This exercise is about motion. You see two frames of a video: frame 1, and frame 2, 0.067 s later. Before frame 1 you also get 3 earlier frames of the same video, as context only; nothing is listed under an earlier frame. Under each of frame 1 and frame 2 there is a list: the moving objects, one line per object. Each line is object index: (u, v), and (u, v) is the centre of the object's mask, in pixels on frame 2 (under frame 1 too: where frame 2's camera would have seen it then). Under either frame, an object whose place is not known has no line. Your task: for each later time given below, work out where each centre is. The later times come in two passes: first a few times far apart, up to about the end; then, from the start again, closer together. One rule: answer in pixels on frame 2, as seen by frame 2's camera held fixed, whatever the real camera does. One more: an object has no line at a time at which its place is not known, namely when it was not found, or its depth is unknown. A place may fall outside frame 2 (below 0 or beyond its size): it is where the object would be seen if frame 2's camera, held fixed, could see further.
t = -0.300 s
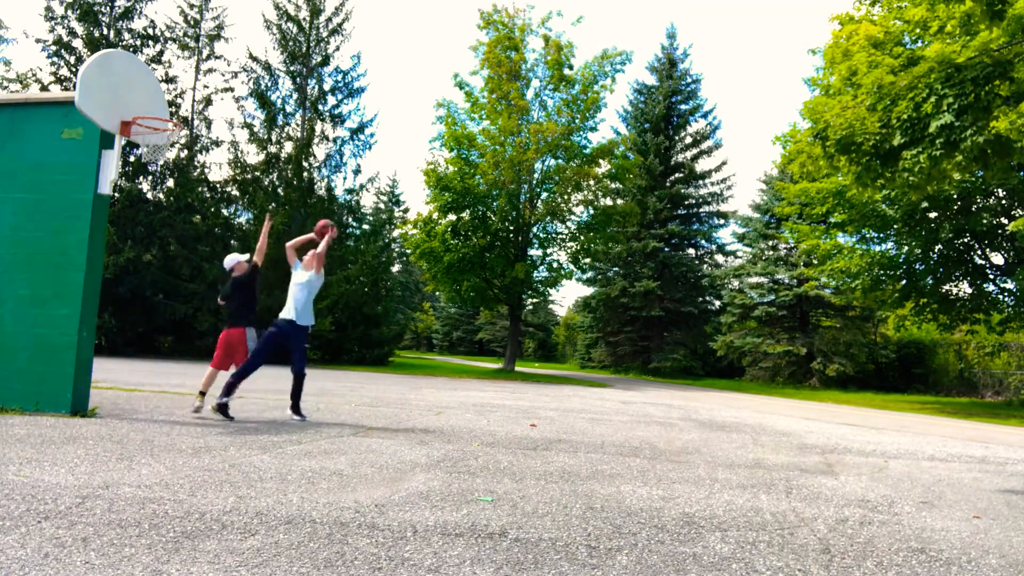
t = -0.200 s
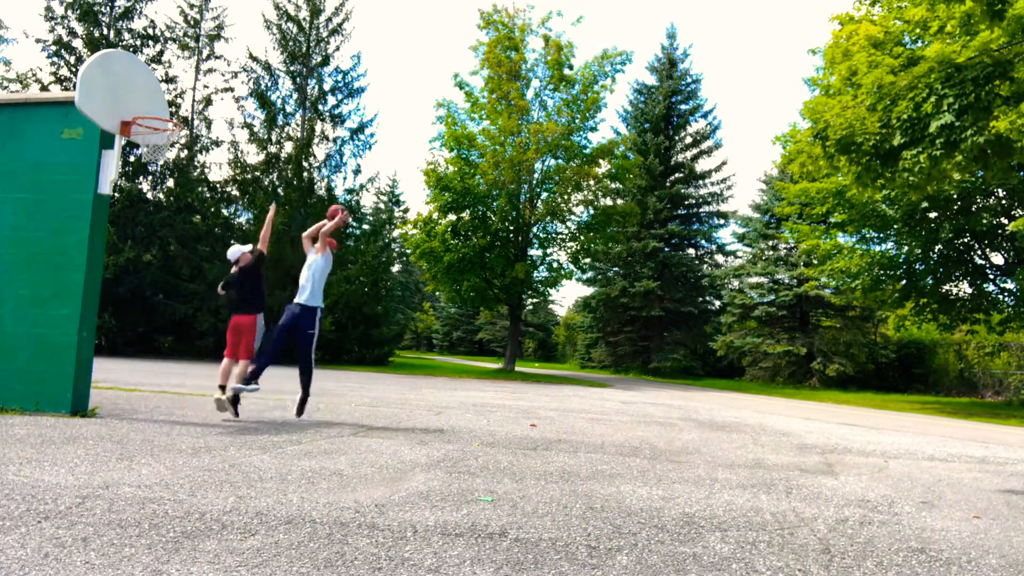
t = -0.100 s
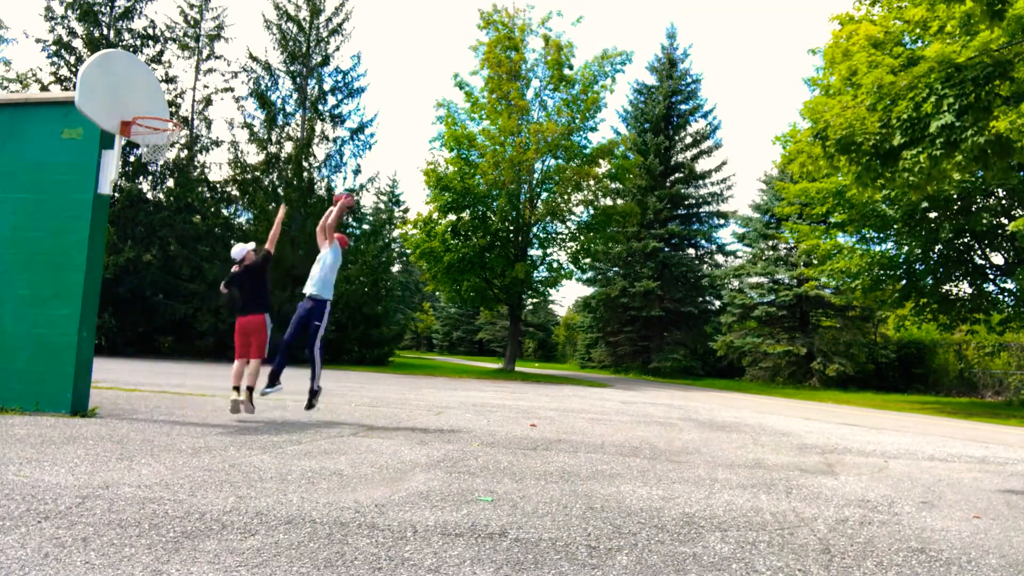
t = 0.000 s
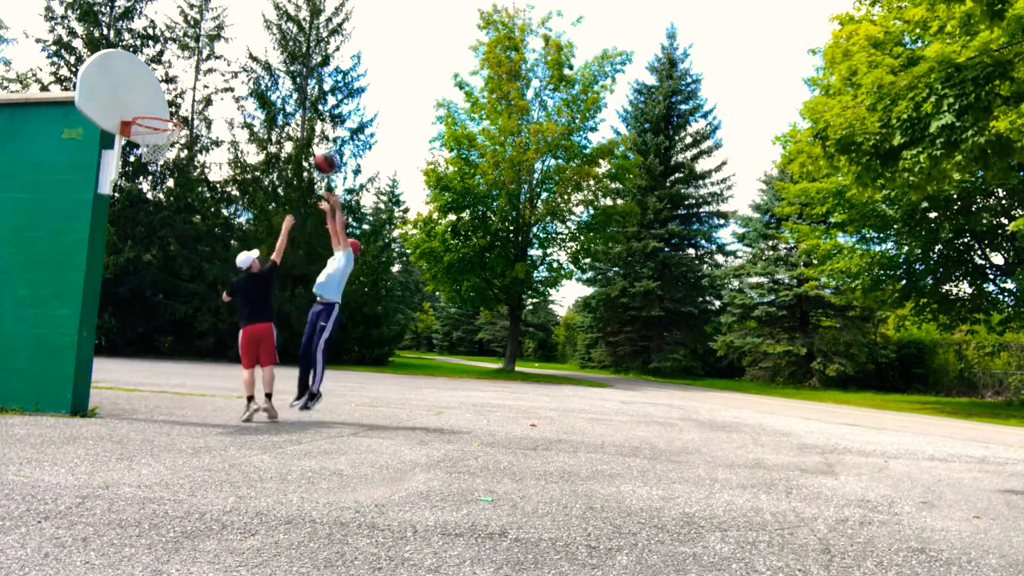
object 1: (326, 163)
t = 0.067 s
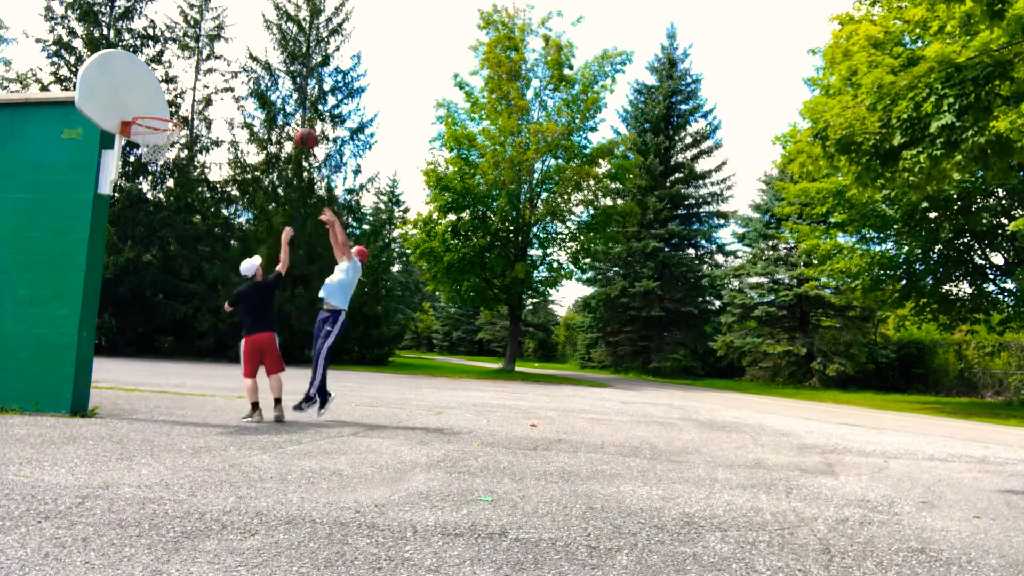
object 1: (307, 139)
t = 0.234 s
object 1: (260, 96)
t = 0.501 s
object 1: (180, 79)
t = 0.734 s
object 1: (116, 114)
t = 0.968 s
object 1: (129, 190)
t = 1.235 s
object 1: (138, 357)
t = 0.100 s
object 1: (297, 129)
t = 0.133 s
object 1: (288, 119)
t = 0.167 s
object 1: (279, 110)
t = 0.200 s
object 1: (270, 103)
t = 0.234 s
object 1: (260, 96)
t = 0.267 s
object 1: (252, 92)
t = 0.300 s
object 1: (241, 86)
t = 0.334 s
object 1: (231, 82)
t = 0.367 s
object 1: (222, 80)
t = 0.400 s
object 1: (211, 78)
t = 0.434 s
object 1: (202, 77)
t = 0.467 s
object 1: (191, 78)
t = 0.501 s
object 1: (180, 79)
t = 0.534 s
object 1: (169, 81)
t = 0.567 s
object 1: (159, 85)
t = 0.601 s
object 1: (148, 89)
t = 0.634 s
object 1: (137, 94)
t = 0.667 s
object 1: (126, 100)
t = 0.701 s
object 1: (114, 108)
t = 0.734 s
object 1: (116, 114)
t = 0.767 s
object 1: (118, 121)
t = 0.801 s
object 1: (120, 130)
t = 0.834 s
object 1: (121, 140)
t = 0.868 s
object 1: (124, 151)
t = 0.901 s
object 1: (125, 163)
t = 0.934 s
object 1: (128, 175)
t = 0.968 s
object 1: (129, 190)
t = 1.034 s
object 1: (131, 223)
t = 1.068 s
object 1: (133, 242)
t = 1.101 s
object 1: (134, 262)
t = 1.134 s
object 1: (135, 284)
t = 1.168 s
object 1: (136, 307)
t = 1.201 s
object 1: (137, 331)
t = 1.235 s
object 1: (138, 357)
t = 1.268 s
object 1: (138, 384)
